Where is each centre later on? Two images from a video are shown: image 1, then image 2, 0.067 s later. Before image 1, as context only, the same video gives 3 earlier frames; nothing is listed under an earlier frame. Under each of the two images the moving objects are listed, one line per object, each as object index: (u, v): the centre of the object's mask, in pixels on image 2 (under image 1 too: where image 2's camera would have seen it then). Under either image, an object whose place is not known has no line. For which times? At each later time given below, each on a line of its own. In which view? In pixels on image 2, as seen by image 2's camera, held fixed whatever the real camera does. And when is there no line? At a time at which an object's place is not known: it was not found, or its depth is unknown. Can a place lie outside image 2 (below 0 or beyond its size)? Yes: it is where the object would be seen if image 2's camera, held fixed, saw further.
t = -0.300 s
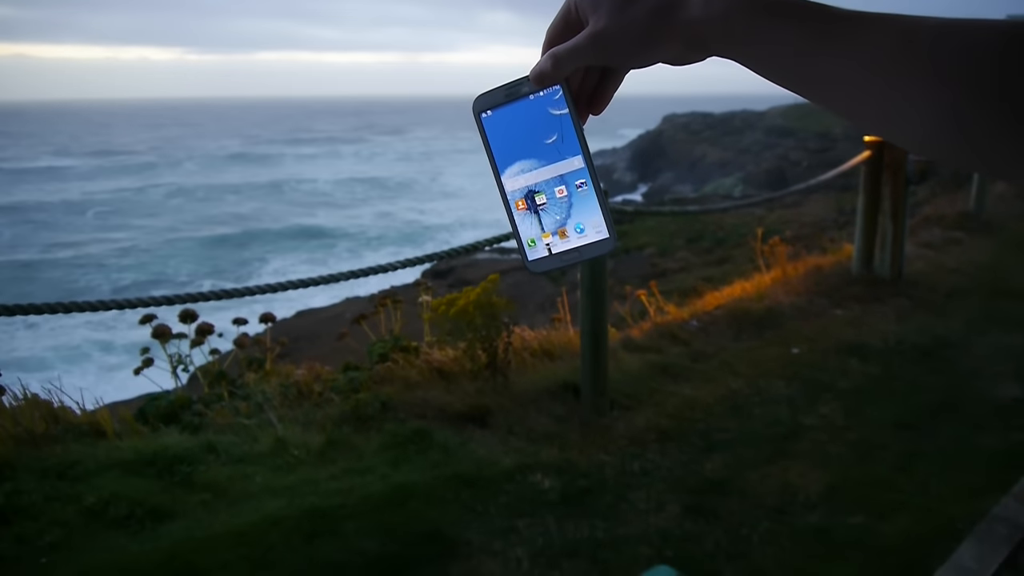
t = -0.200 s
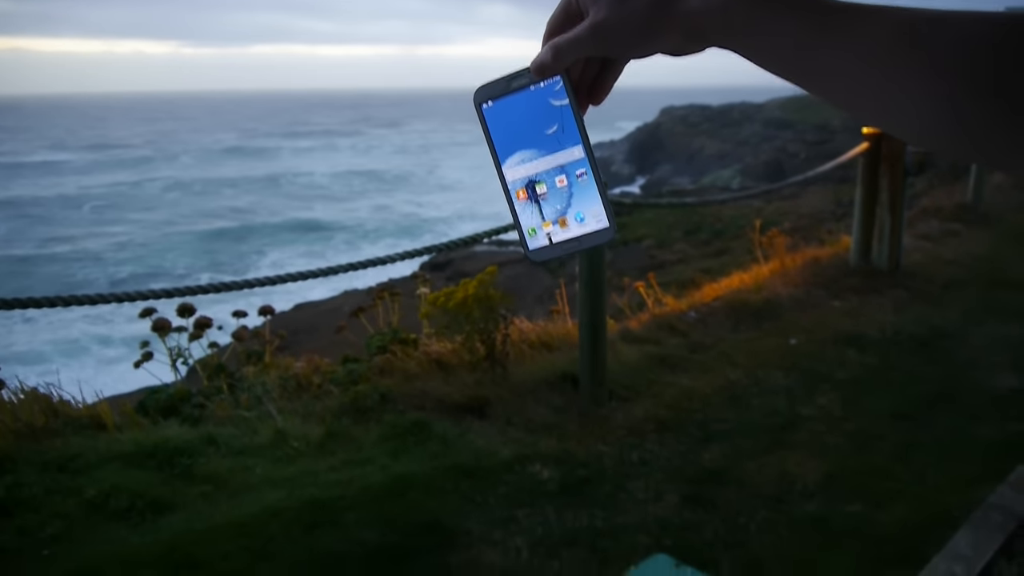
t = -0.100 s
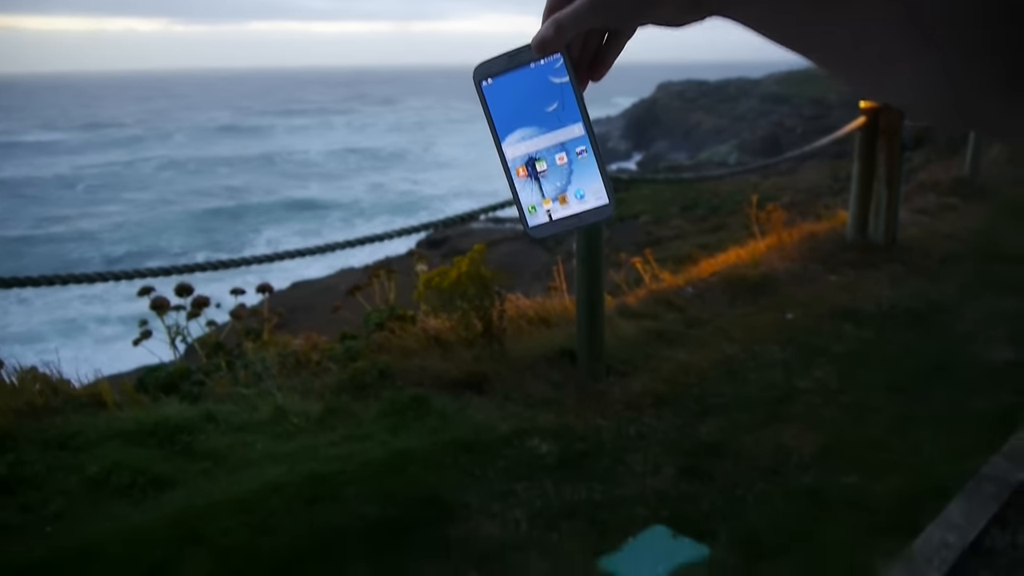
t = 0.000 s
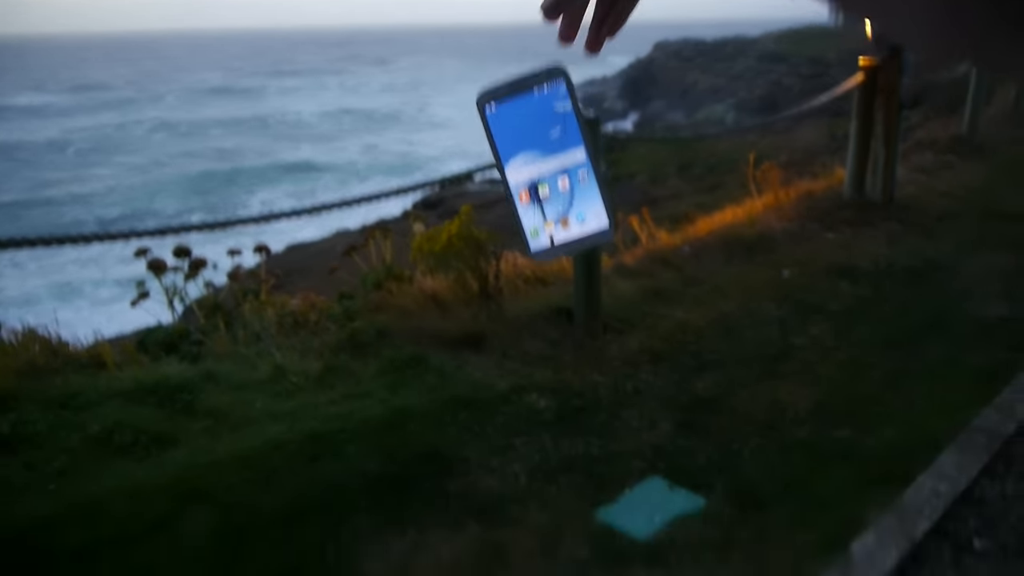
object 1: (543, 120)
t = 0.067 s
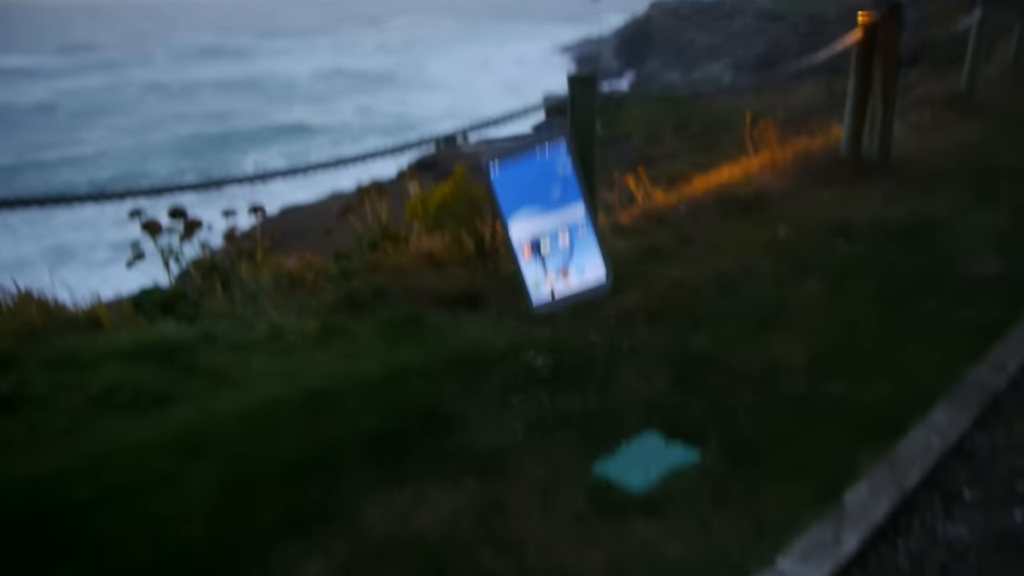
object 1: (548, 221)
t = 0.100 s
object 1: (549, 278)
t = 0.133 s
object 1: (551, 342)
